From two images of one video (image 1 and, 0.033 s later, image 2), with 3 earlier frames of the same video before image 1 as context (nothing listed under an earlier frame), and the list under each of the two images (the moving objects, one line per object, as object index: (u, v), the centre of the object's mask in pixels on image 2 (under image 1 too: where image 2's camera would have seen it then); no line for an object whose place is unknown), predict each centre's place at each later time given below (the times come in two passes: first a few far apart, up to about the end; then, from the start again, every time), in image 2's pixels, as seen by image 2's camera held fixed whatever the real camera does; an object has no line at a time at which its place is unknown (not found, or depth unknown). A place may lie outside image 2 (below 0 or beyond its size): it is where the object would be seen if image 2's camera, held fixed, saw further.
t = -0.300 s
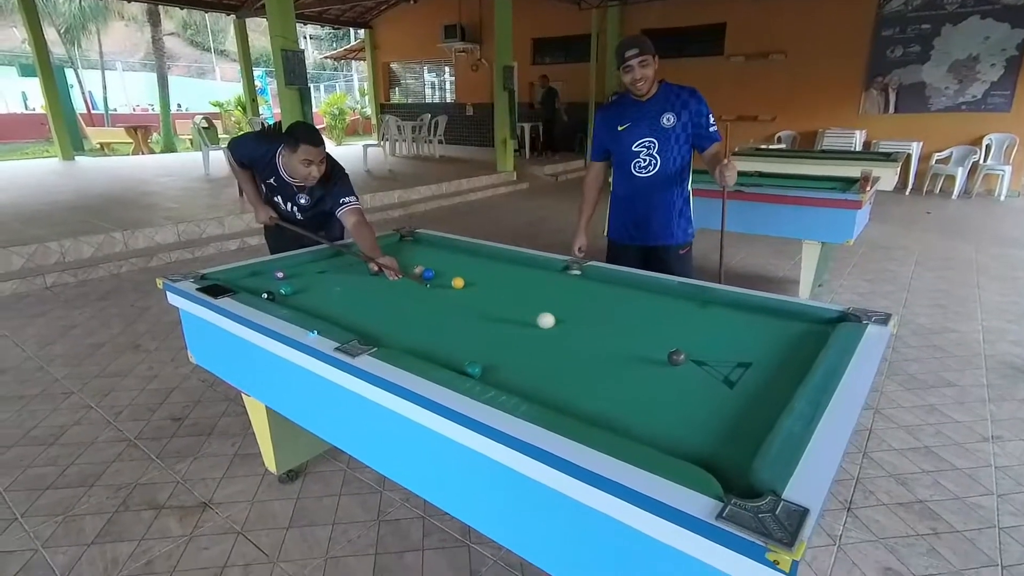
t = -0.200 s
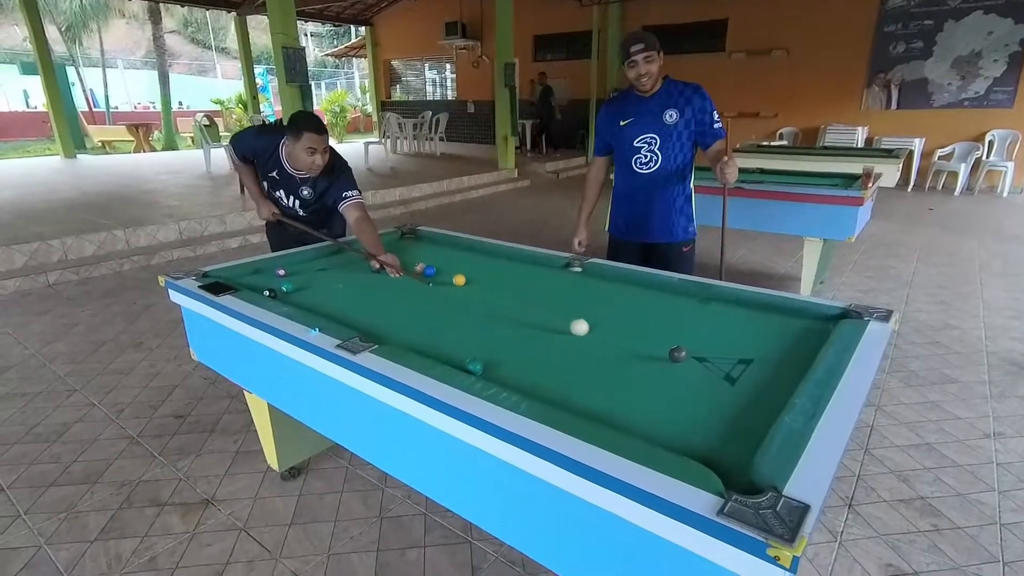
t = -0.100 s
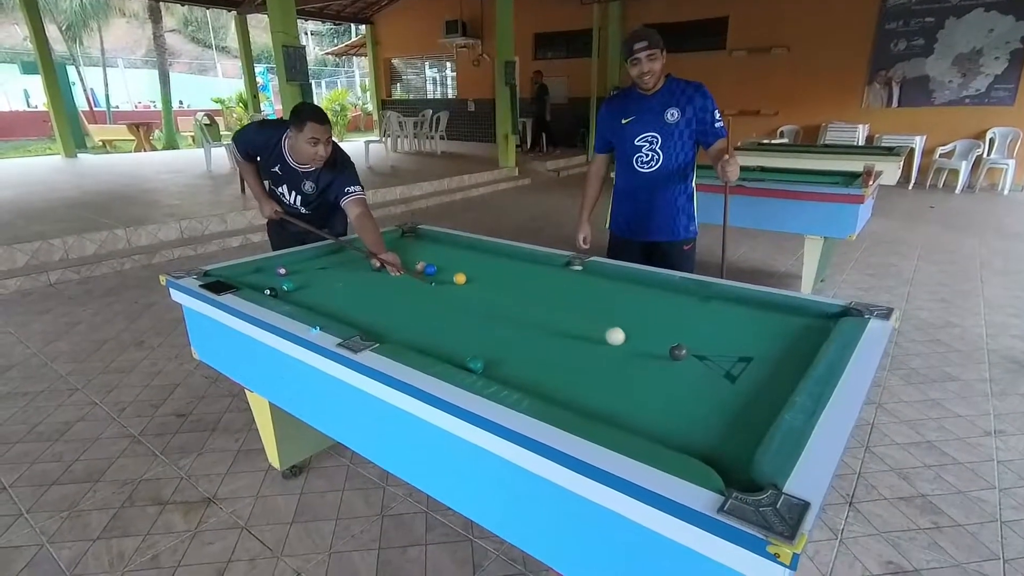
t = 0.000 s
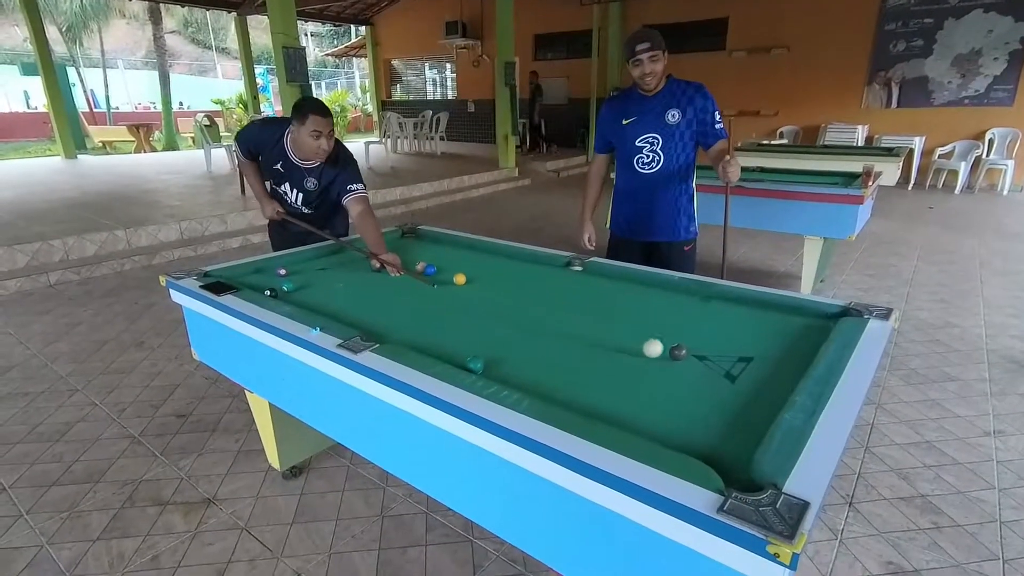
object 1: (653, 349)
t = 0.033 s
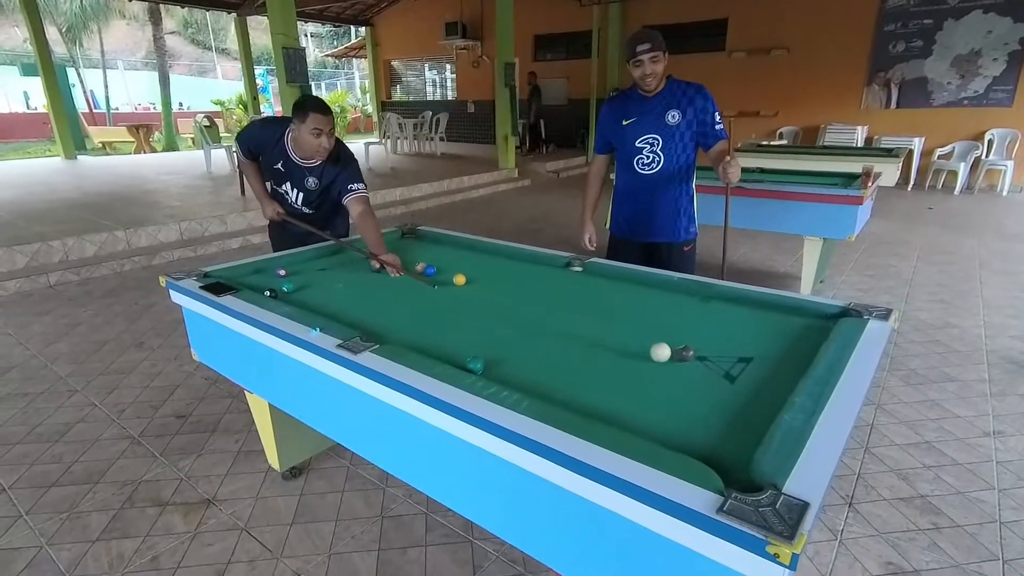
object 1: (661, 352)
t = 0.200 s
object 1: (689, 371)
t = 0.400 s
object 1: (731, 397)
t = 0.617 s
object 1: (744, 416)
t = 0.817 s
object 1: (701, 413)
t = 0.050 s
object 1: (662, 354)
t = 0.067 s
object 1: (665, 356)
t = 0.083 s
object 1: (668, 358)
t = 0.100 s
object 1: (671, 359)
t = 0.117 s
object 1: (674, 361)
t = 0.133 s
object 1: (677, 363)
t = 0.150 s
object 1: (680, 365)
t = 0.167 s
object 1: (683, 367)
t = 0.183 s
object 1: (686, 369)
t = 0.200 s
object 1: (689, 371)
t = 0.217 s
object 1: (692, 373)
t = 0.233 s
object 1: (696, 375)
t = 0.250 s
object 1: (699, 377)
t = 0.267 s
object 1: (702, 379)
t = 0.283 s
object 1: (706, 381)
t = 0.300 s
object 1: (709, 384)
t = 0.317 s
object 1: (713, 386)
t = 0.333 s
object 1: (716, 388)
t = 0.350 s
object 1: (720, 390)
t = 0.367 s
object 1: (723, 392)
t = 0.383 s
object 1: (727, 395)
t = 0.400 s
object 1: (731, 397)
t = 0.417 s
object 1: (734, 399)
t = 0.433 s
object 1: (738, 402)
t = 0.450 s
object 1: (742, 404)
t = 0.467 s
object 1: (746, 406)
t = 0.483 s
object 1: (750, 409)
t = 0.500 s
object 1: (754, 411)
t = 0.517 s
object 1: (757, 414)
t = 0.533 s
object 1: (761, 416)
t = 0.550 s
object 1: (759, 416)
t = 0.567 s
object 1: (755, 416)
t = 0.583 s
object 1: (751, 416)
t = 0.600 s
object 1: (748, 416)
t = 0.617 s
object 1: (744, 416)
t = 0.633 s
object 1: (740, 415)
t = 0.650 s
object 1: (737, 415)
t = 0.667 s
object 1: (733, 415)
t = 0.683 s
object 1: (729, 415)
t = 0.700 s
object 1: (726, 415)
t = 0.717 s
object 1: (722, 414)
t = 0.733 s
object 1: (719, 414)
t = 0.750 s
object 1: (715, 414)
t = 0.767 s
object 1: (712, 414)
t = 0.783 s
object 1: (708, 413)
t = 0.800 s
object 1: (705, 413)
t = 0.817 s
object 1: (701, 413)
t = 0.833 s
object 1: (698, 413)
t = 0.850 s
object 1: (695, 413)
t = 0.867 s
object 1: (691, 412)
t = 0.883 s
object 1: (688, 412)
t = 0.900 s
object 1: (684, 412)
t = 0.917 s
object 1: (681, 412)
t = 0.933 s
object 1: (677, 412)
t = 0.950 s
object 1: (674, 411)
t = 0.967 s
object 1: (671, 411)
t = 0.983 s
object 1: (668, 411)
